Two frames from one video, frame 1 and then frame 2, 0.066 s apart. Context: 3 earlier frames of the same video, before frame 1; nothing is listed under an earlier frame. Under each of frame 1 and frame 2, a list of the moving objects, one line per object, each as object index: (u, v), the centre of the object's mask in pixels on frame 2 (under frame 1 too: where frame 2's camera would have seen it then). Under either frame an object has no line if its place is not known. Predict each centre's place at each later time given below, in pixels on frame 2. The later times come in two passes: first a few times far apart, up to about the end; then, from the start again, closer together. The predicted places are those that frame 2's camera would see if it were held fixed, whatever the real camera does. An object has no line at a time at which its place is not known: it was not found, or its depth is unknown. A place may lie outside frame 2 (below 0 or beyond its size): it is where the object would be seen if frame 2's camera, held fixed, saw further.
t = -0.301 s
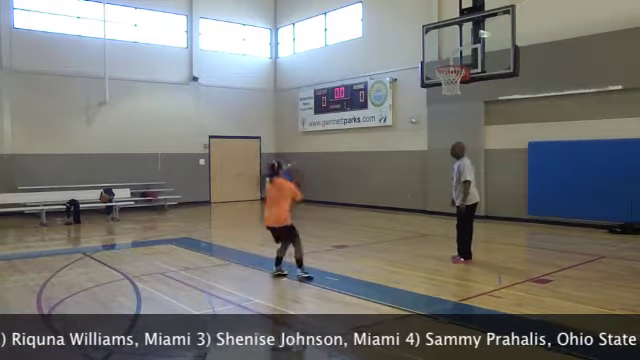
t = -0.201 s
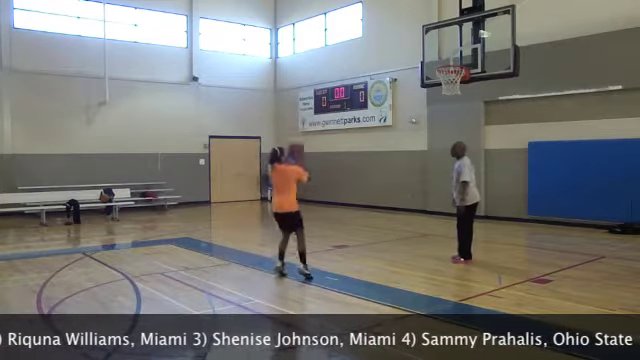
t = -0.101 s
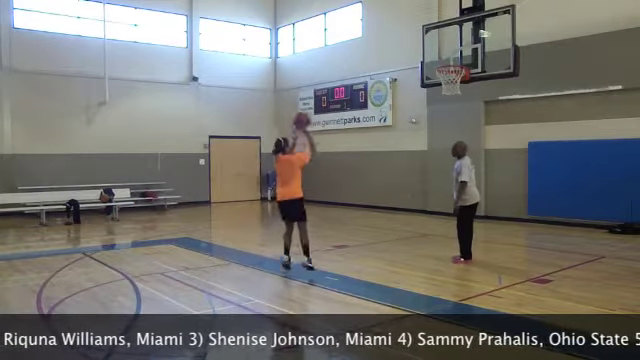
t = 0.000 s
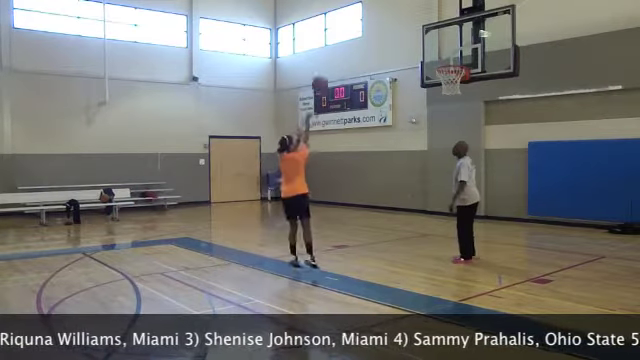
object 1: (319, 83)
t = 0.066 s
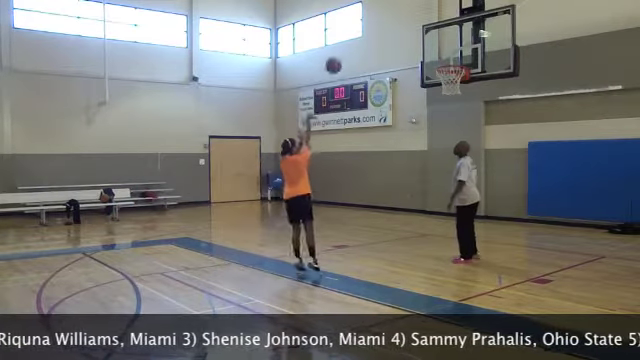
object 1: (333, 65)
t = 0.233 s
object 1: (365, 34)
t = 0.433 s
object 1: (400, 22)
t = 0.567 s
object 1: (422, 29)
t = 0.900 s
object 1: (444, 81)
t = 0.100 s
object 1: (340, 57)
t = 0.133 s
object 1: (346, 50)
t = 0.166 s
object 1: (353, 44)
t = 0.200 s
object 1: (359, 38)
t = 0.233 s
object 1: (365, 34)
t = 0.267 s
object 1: (371, 30)
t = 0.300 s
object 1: (377, 27)
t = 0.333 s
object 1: (383, 25)
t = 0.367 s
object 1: (389, 23)
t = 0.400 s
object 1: (394, 23)
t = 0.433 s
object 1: (400, 22)
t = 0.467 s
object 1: (406, 23)
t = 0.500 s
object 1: (411, 24)
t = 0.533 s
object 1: (416, 27)
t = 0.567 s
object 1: (422, 29)
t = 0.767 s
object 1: (452, 59)
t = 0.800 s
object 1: (456, 61)
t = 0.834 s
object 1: (455, 64)
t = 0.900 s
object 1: (444, 81)
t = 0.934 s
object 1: (443, 85)
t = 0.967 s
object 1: (439, 87)
